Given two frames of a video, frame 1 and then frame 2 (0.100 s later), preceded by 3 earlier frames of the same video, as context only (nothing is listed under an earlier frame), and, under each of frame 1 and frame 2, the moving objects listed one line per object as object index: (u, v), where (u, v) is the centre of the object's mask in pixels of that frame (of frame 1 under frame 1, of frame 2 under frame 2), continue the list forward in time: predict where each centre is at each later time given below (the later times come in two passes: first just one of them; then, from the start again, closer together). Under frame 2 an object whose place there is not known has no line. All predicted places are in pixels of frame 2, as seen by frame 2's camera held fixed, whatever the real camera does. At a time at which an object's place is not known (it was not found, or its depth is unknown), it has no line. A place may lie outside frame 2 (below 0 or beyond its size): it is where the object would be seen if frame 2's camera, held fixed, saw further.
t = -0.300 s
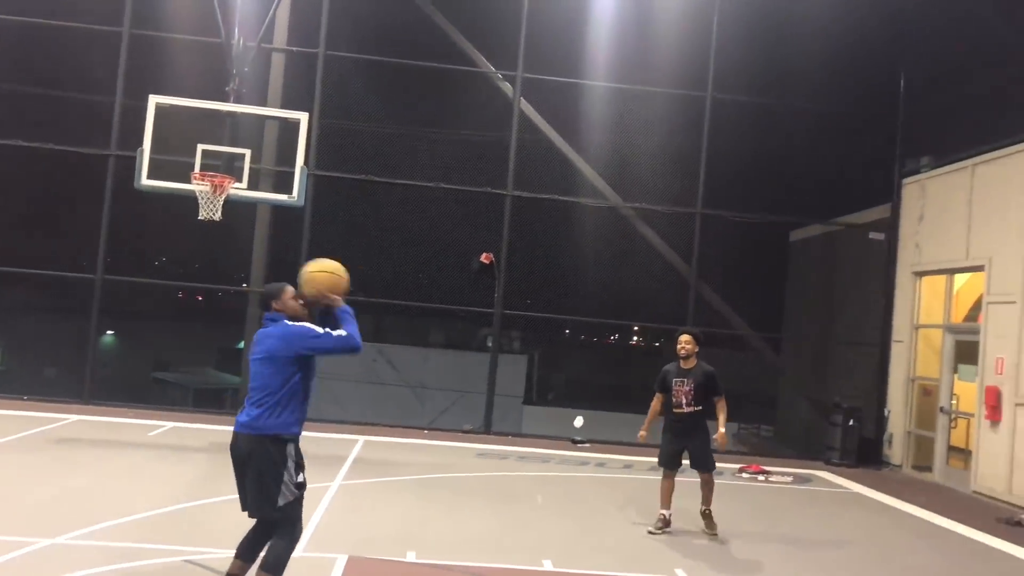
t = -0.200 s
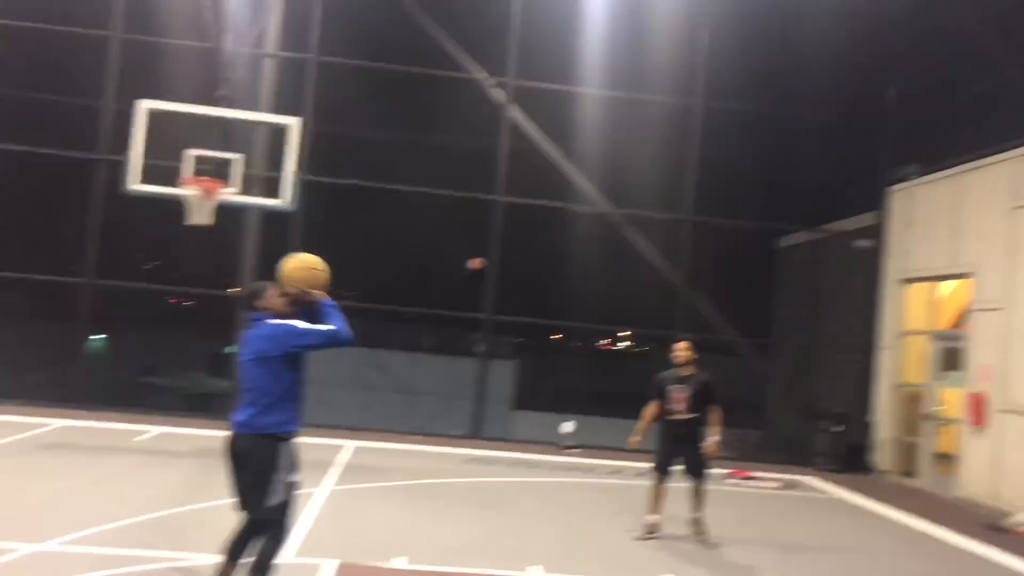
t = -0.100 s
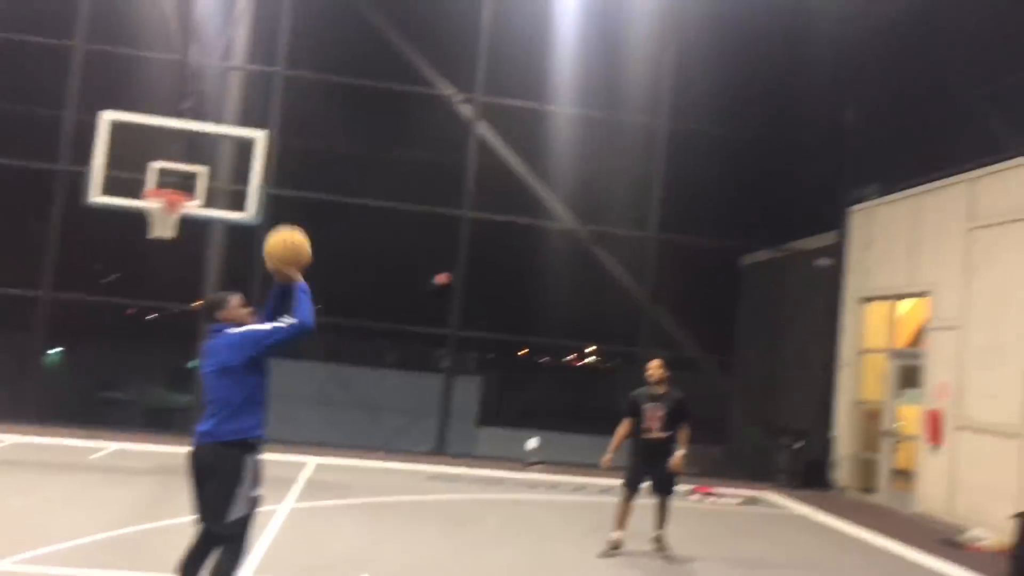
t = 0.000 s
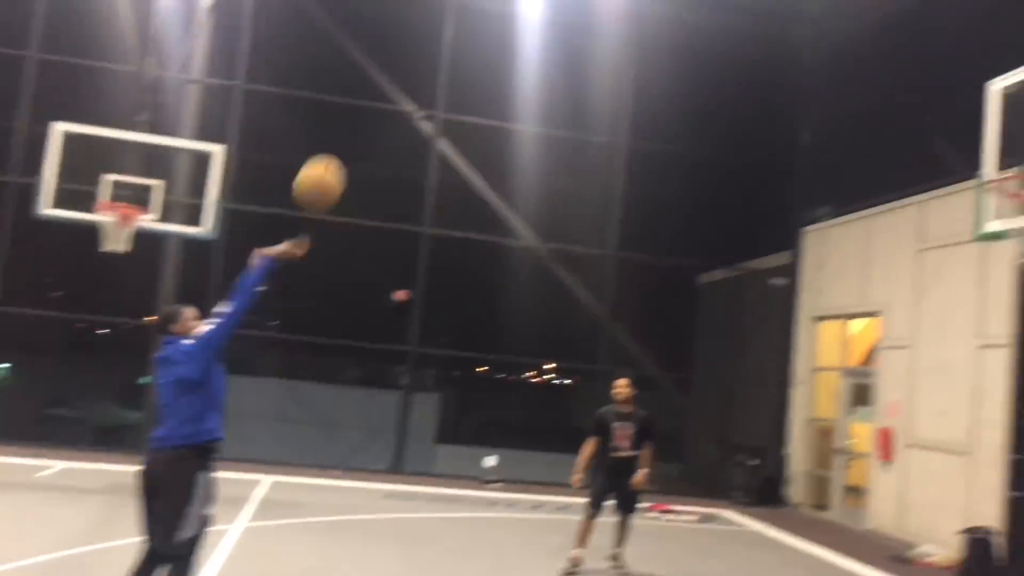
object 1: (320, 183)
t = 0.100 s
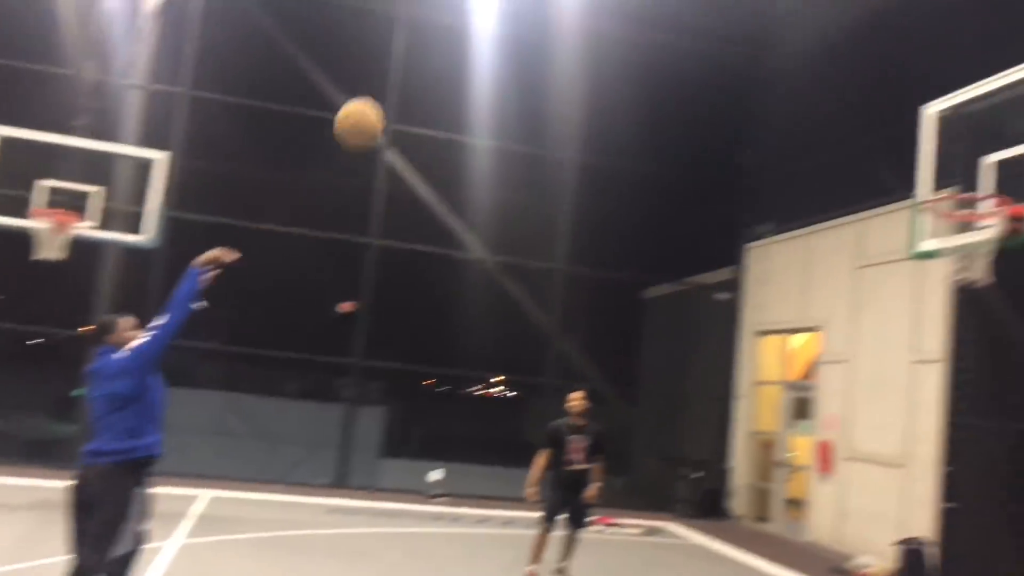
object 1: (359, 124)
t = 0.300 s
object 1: (530, 43)
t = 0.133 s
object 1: (389, 104)
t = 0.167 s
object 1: (419, 88)
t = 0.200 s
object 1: (448, 75)
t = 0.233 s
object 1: (475, 62)
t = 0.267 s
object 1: (502, 50)
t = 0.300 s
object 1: (530, 43)
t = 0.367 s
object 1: (581, 33)
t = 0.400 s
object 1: (606, 30)
